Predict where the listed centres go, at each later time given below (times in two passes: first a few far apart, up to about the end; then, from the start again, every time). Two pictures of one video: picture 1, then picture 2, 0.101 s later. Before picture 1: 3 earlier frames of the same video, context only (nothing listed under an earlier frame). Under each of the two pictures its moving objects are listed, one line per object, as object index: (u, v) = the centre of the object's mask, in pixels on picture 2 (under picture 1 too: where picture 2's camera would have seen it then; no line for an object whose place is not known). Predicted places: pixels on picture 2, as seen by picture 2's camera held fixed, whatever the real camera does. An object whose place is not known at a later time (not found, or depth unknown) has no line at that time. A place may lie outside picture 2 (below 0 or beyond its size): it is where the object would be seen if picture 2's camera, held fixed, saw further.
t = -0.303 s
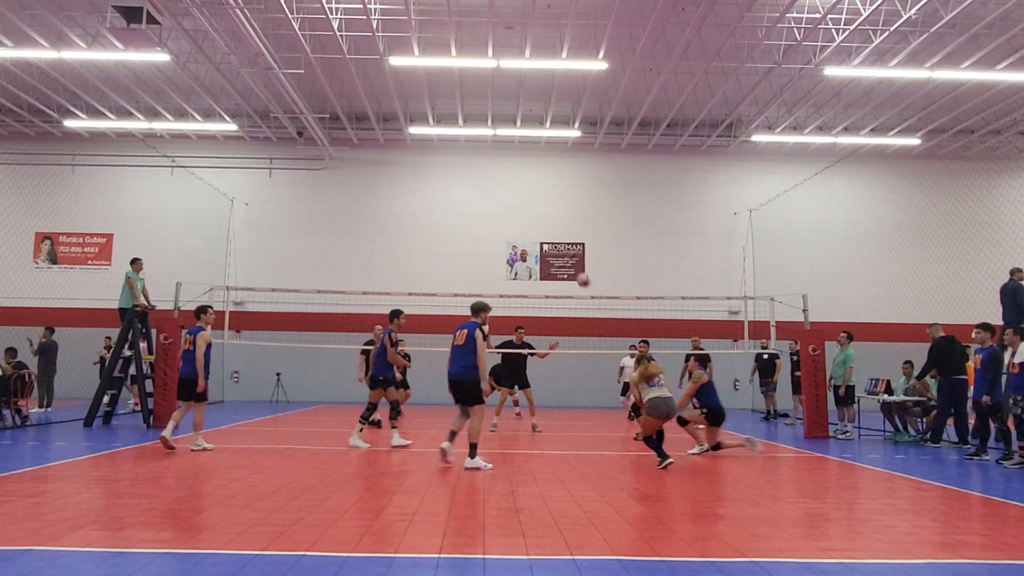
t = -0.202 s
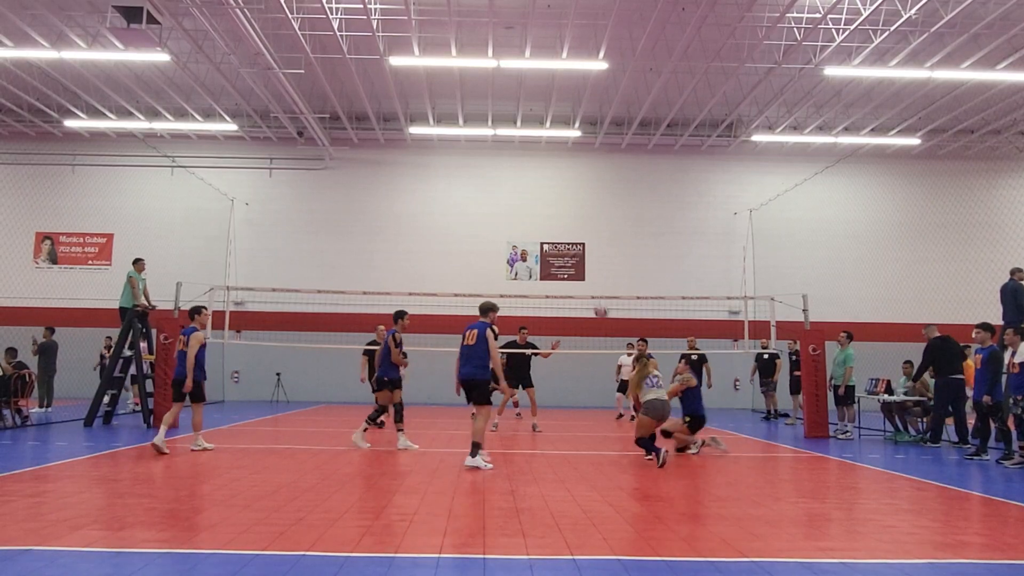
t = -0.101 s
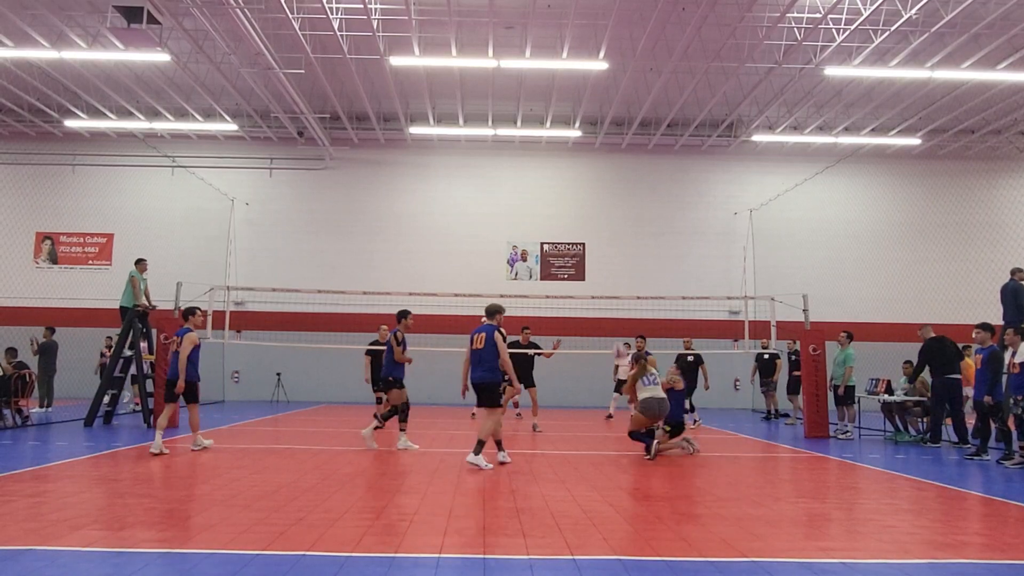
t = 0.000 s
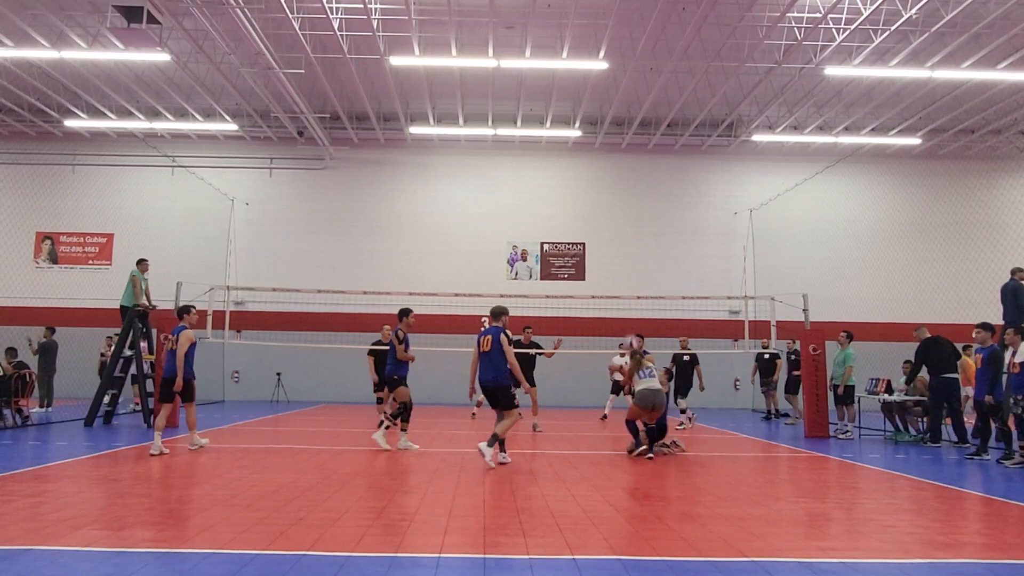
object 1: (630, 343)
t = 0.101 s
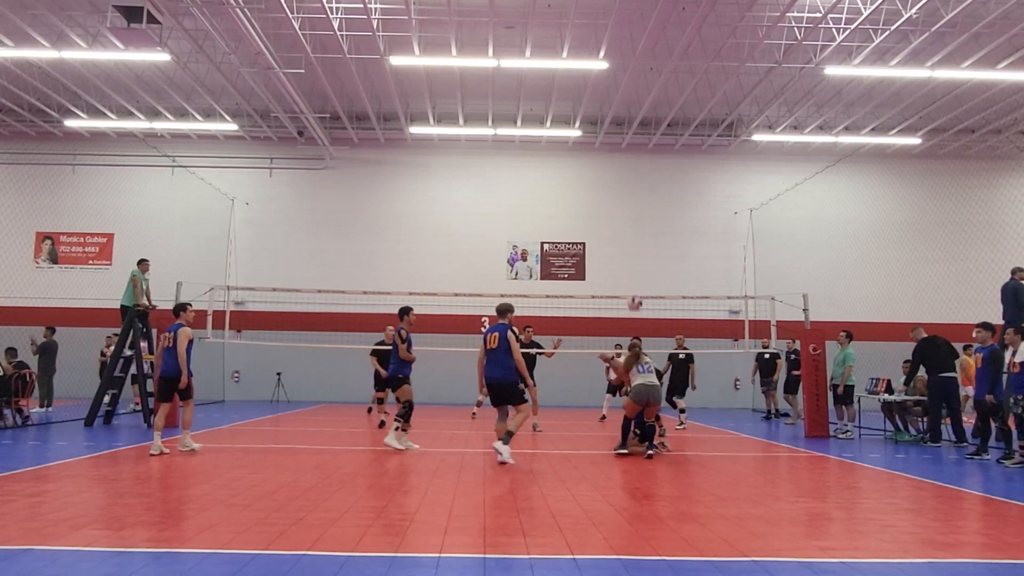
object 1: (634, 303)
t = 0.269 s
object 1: (642, 255)
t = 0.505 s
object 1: (652, 223)
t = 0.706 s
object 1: (660, 225)
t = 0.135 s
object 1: (636, 291)
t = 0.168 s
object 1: (638, 282)
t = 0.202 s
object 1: (639, 273)
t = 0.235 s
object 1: (640, 263)
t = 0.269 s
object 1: (642, 255)
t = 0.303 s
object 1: (643, 248)
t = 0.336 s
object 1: (645, 242)
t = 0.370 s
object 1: (646, 236)
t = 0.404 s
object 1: (648, 232)
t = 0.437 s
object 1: (649, 229)
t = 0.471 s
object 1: (651, 225)
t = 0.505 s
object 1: (652, 223)
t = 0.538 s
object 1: (653, 222)
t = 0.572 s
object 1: (655, 221)
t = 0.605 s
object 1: (656, 221)
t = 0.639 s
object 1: (658, 222)
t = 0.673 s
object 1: (659, 224)
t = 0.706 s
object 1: (660, 225)
